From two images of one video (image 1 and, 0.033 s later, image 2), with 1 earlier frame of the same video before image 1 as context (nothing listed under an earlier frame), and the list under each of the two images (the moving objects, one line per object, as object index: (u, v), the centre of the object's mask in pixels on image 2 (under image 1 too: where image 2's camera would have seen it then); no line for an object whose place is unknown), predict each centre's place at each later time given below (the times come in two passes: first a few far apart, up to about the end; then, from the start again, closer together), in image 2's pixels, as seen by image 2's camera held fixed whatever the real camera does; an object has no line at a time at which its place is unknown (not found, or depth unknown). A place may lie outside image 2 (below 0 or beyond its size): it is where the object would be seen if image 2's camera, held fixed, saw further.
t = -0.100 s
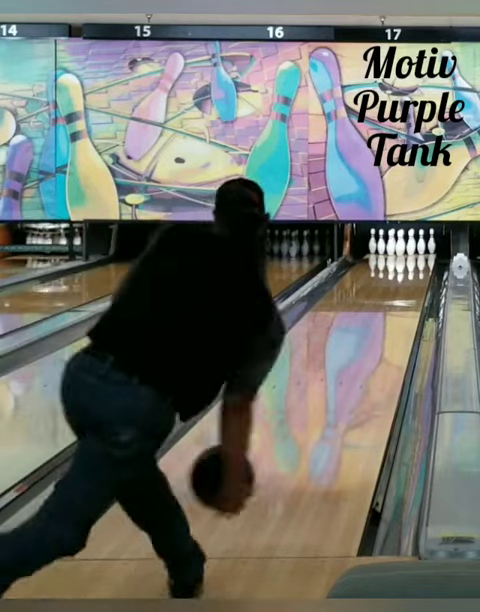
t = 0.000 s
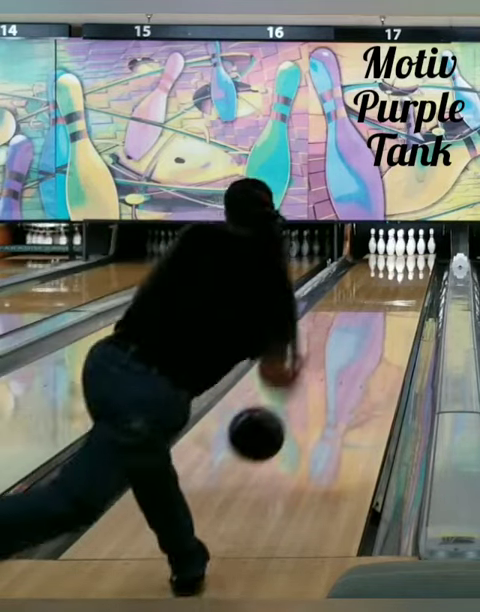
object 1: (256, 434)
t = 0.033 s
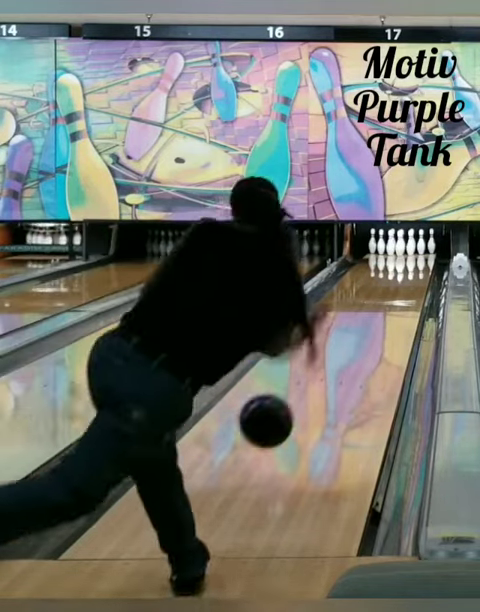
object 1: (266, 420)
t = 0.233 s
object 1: (310, 408)
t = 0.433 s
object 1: (340, 391)
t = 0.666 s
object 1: (364, 356)
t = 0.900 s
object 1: (381, 330)
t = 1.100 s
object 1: (401, 313)
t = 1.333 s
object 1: (401, 297)
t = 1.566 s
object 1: (408, 284)
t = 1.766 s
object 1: (411, 275)
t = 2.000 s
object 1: (412, 266)
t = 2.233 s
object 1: (411, 259)
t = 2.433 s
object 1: (408, 253)
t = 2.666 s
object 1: (406, 249)
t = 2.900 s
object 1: (408, 247)
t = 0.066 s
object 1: (274, 411)
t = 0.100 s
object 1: (282, 406)
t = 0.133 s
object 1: (290, 403)
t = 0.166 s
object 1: (297, 402)
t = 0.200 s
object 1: (304, 404)
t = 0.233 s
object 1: (310, 408)
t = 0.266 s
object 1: (316, 414)
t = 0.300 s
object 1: (321, 417)
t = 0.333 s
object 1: (327, 407)
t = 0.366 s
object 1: (332, 399)
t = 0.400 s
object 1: (336, 394)
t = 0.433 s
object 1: (340, 391)
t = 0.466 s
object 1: (344, 385)
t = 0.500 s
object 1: (348, 380)
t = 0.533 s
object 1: (359, 377)
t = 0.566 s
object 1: (355, 370)
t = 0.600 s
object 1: (358, 365)
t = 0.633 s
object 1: (362, 360)
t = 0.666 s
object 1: (364, 356)
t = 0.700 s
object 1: (367, 351)
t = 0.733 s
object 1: (370, 347)
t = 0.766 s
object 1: (372, 343)
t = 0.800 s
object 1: (375, 340)
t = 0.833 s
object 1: (377, 336)
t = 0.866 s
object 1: (379, 333)
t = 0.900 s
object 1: (381, 330)
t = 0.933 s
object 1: (383, 326)
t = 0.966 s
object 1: (385, 323)
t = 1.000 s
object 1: (387, 321)
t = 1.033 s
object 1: (389, 318)
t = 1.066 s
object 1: (391, 315)
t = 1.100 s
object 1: (401, 313)
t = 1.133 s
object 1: (394, 310)
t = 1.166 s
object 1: (395, 308)
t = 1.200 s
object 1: (396, 305)
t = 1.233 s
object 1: (397, 303)
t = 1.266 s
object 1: (399, 301)
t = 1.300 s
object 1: (400, 299)
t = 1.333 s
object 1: (401, 297)
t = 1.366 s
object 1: (402, 294)
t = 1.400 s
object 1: (403, 293)
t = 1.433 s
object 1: (404, 291)
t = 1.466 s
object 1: (405, 289)
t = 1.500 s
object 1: (405, 287)
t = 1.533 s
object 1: (406, 286)
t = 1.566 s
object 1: (408, 284)
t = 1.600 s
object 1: (408, 282)
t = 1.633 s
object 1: (408, 281)
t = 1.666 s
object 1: (409, 279)
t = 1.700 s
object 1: (409, 278)
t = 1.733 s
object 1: (410, 276)
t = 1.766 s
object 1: (411, 275)
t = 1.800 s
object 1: (411, 273)
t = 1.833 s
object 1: (411, 272)
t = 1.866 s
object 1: (412, 271)
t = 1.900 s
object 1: (412, 269)
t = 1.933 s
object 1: (412, 268)
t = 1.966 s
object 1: (412, 267)
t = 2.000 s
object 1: (412, 266)
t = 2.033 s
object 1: (412, 265)
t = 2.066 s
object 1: (412, 264)
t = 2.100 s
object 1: (412, 263)
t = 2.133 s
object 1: (412, 262)
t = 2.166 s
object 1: (412, 261)
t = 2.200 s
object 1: (412, 260)
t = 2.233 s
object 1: (411, 259)
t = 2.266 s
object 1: (411, 258)
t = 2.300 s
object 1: (410, 257)
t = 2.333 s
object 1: (410, 256)
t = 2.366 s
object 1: (410, 255)
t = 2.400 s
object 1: (409, 254)
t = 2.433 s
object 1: (408, 253)
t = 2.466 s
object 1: (408, 252)
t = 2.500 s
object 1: (407, 252)
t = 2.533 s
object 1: (406, 251)
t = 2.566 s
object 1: (405, 251)
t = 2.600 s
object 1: (405, 250)
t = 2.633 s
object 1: (406, 249)
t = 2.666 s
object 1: (406, 249)
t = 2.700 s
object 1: (406, 248)
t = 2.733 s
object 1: (405, 248)
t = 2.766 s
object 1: (406, 248)
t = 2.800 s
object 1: (406, 247)
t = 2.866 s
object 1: (408, 247)
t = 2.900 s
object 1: (408, 247)
